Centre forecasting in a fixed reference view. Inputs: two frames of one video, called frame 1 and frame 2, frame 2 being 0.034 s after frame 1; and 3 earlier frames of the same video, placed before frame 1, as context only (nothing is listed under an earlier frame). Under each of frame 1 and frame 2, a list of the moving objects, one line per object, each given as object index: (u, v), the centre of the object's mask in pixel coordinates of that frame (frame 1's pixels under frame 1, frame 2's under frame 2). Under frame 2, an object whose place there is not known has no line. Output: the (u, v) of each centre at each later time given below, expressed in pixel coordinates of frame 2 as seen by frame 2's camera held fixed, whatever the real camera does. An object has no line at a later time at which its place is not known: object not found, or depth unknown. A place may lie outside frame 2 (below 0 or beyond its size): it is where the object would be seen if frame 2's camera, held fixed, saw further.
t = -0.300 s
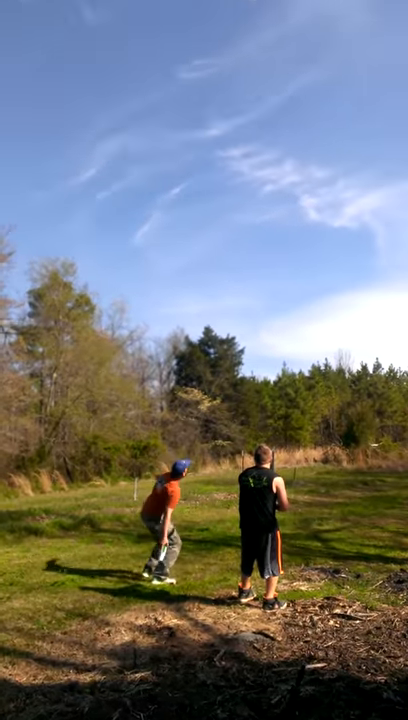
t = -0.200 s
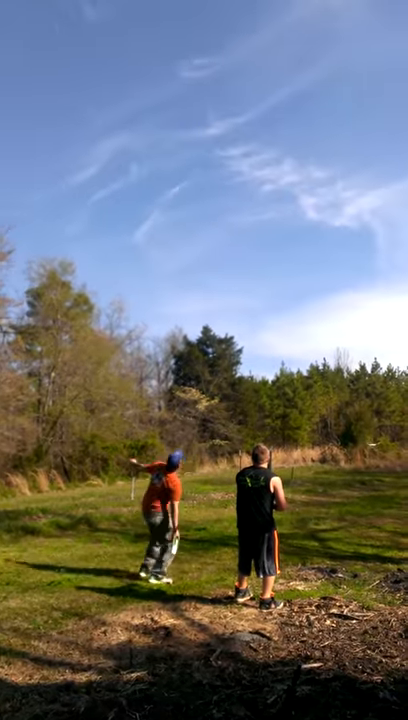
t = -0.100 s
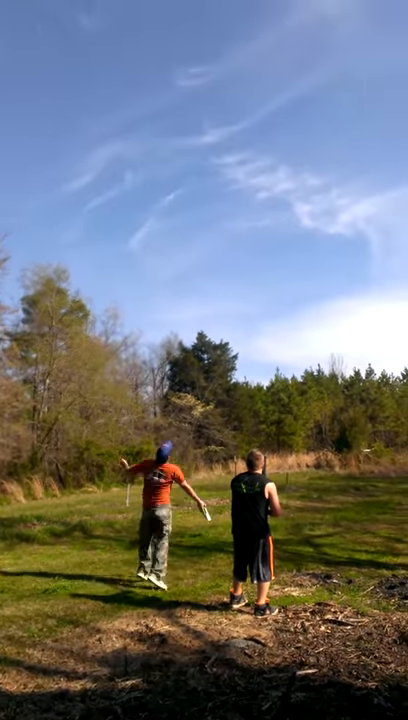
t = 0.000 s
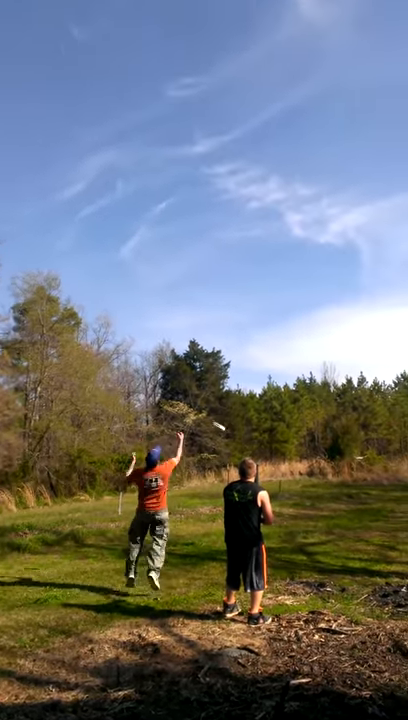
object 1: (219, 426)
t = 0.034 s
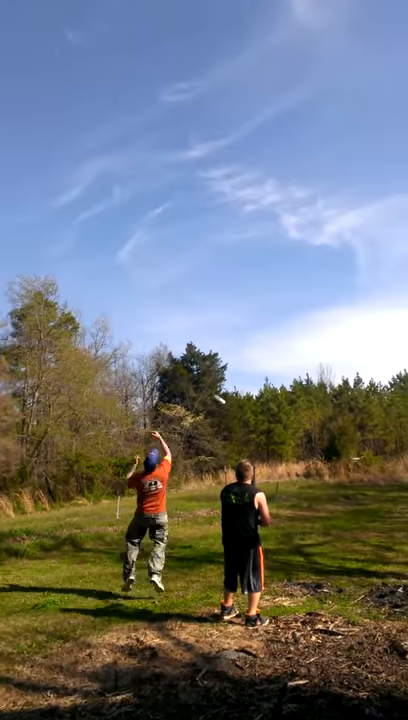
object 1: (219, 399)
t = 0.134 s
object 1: (227, 325)
